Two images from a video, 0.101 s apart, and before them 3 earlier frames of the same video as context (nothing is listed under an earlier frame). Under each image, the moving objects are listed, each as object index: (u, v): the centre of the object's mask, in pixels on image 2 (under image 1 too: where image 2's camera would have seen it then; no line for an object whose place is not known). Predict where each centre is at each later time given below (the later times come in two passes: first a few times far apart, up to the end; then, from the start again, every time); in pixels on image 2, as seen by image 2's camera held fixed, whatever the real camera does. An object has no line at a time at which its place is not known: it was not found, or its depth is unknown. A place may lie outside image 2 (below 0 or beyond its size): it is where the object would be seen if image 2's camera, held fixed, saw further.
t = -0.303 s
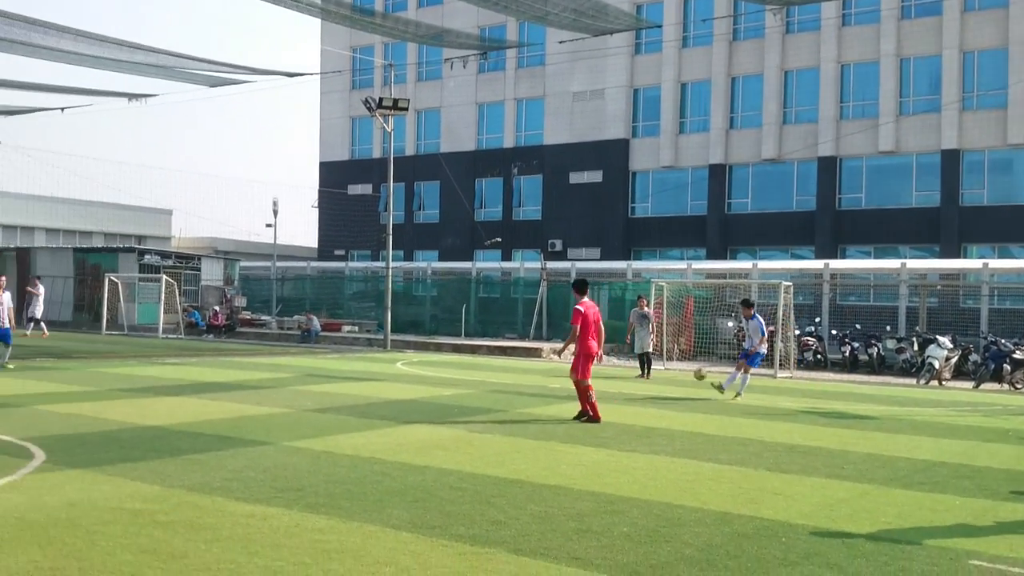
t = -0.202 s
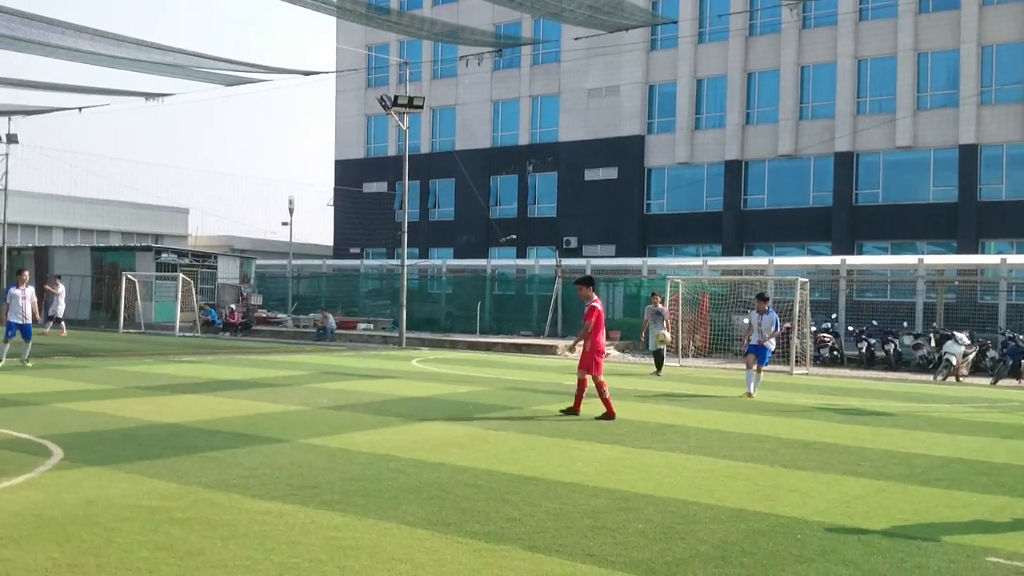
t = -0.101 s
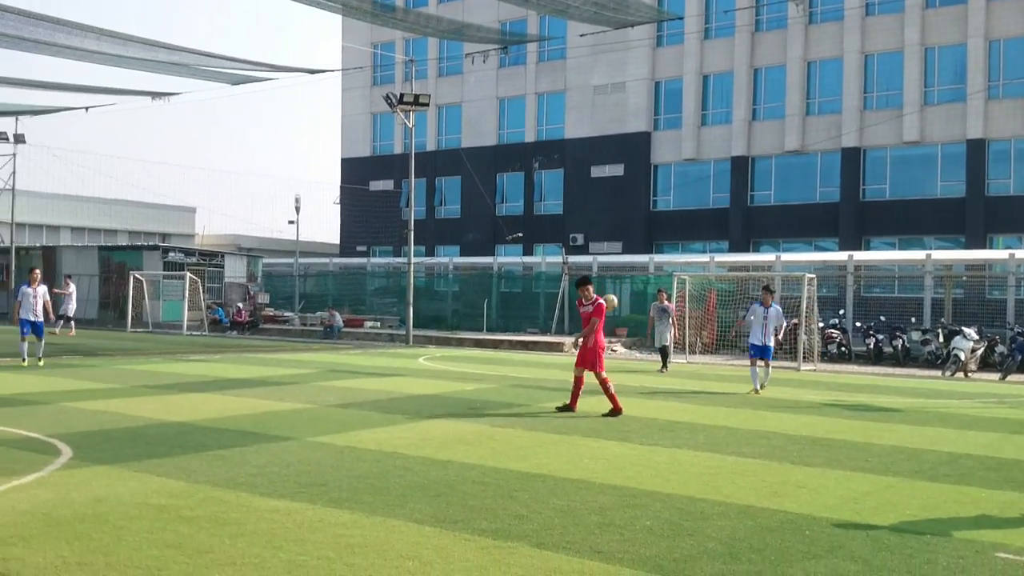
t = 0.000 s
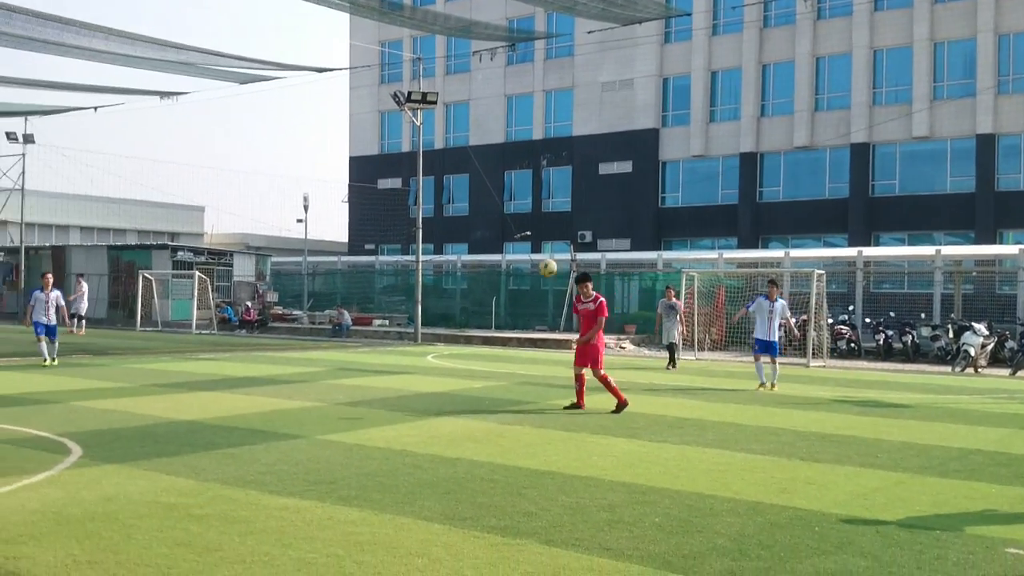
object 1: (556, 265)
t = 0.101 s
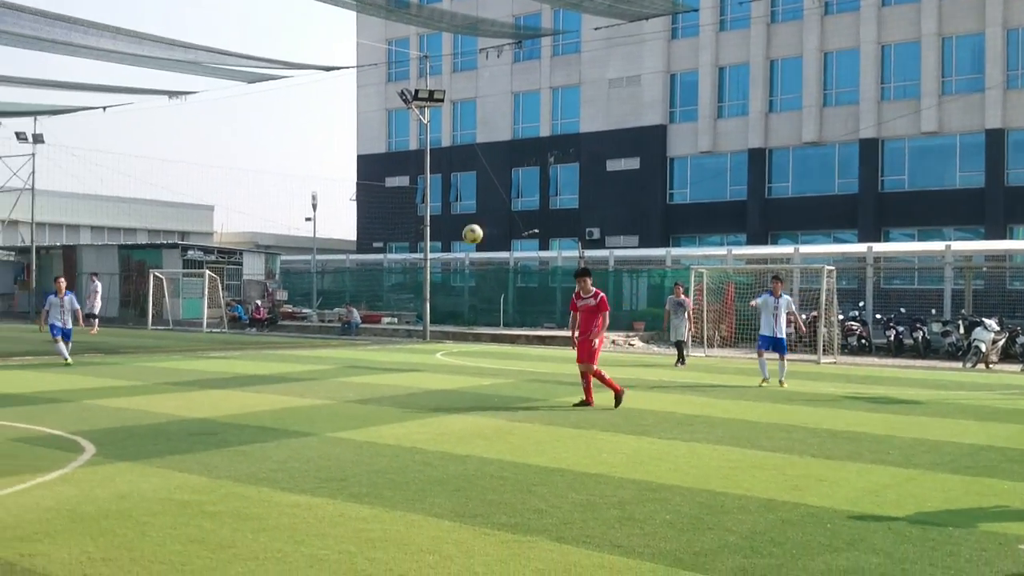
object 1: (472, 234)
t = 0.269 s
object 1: (288, 185)
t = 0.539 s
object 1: (-292, 117)
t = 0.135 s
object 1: (441, 224)
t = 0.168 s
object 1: (407, 214)
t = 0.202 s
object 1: (370, 204)
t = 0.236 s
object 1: (331, 194)
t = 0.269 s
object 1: (288, 185)
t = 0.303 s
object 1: (240, 175)
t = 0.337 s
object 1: (189, 165)
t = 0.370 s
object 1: (132, 157)
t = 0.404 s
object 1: (66, 148)
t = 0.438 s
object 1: (-7, 138)
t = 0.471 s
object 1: (-92, 130)
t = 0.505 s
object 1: (-188, 122)
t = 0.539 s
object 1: (-292, 117)
